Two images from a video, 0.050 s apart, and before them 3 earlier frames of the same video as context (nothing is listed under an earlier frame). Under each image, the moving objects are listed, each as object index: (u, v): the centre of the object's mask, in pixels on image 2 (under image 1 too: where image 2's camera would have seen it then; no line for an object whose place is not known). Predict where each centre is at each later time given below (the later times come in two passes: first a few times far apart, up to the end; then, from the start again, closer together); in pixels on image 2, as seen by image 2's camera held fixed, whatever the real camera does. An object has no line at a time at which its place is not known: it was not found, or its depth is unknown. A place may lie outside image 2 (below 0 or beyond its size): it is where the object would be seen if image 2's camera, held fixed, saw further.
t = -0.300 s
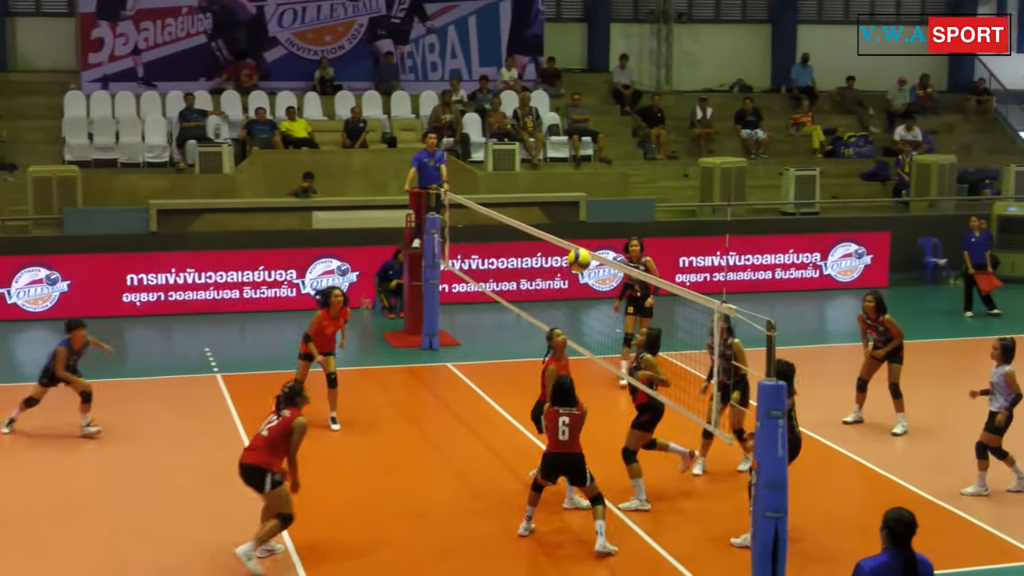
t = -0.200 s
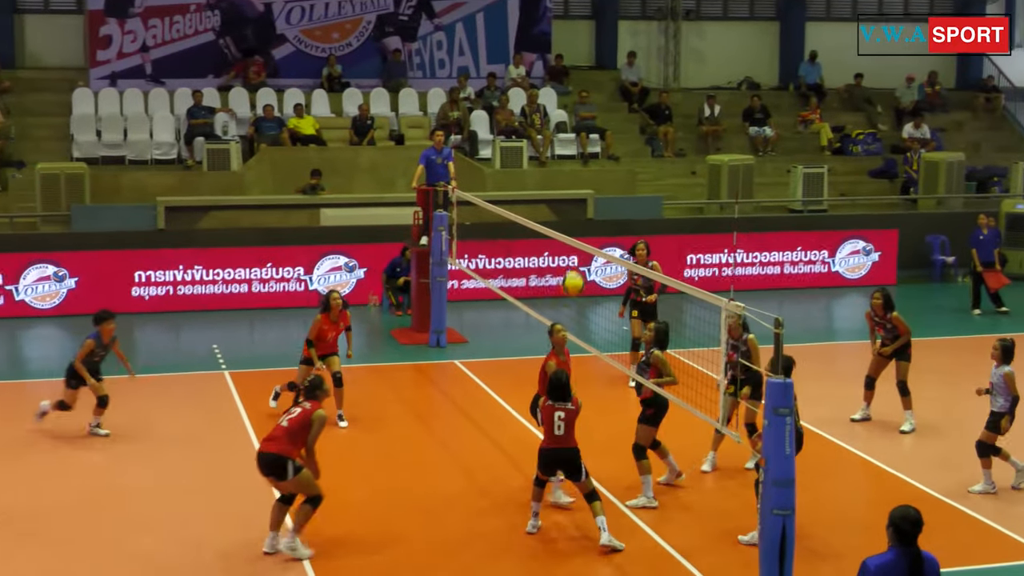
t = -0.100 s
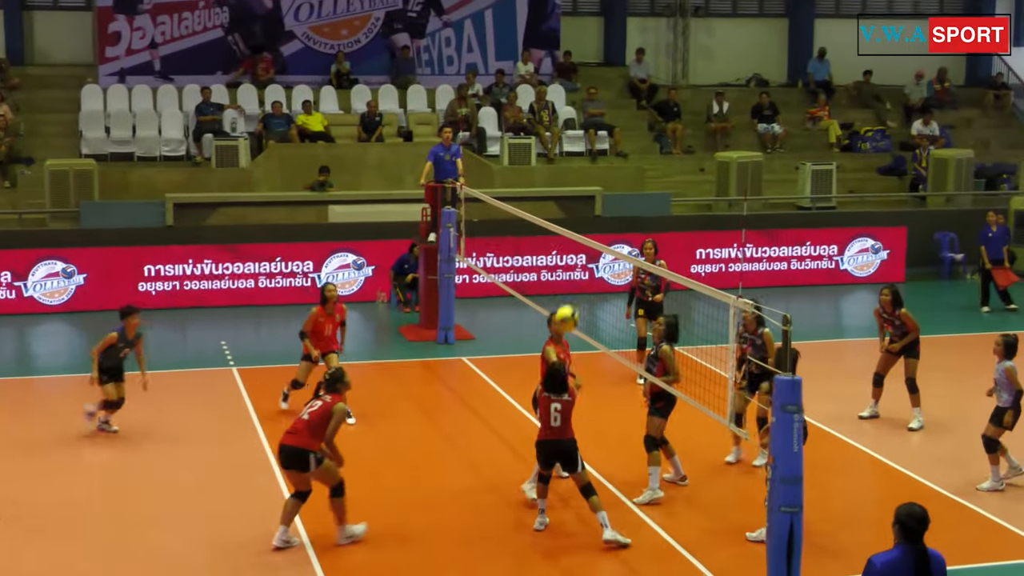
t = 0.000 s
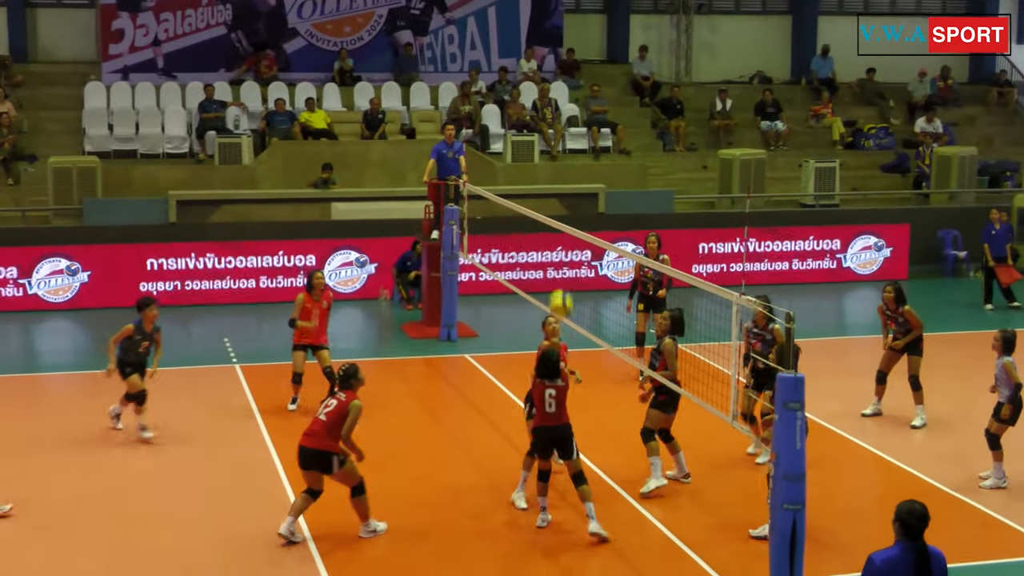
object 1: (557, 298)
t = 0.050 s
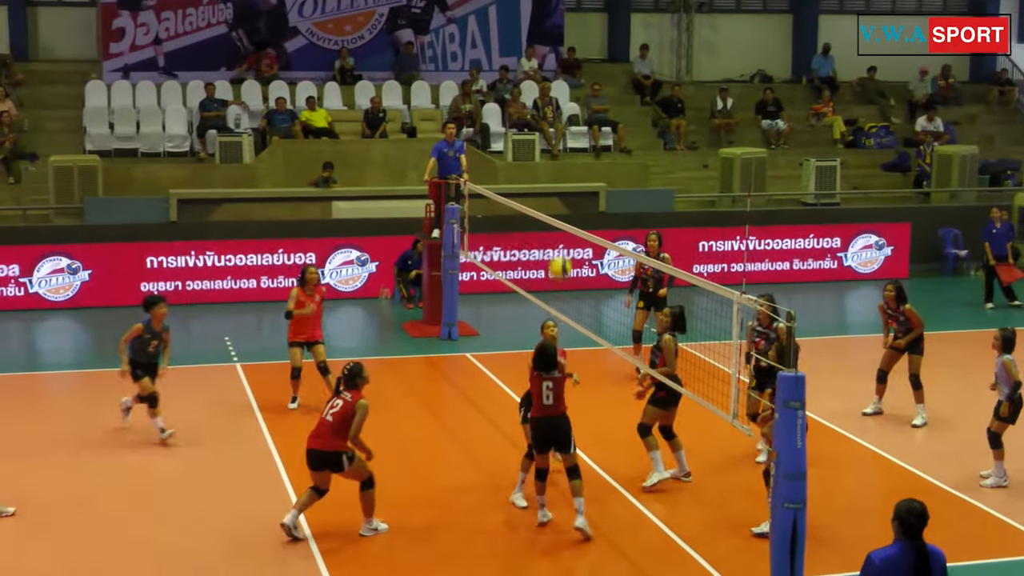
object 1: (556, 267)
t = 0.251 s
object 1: (555, 148)
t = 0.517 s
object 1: (548, 62)
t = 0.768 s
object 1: (540, 52)
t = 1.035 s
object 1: (531, 118)
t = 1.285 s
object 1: (519, 239)
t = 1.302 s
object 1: (518, 250)
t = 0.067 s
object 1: (556, 254)
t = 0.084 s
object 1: (555, 241)
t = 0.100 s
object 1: (554, 232)
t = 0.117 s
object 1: (554, 219)
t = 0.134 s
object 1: (553, 208)
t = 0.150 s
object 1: (554, 201)
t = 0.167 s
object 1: (557, 193)
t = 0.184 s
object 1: (557, 183)
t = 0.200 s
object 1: (556, 173)
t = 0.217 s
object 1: (556, 166)
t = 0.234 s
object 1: (556, 157)
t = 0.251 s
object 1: (555, 148)
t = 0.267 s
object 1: (555, 143)
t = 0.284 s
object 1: (554, 134)
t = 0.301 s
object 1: (557, 121)
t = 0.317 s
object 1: (554, 120)
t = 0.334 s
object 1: (553, 112)
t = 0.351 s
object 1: (552, 109)
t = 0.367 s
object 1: (551, 98)
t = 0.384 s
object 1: (551, 97)
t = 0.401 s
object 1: (551, 90)
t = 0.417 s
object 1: (550, 85)
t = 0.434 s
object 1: (550, 80)
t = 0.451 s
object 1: (550, 76)
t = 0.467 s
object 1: (549, 71)
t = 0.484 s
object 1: (549, 68)
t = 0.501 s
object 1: (549, 65)
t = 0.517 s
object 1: (548, 62)
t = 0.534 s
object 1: (549, 59)
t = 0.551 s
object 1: (548, 57)
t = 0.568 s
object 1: (547, 53)
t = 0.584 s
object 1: (546, 52)
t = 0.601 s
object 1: (545, 51)
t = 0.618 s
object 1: (545, 50)
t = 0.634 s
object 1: (544, 49)
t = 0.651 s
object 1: (544, 48)
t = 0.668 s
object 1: (543, 48)
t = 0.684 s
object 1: (542, 48)
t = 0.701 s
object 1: (542, 48)
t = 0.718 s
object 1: (542, 49)
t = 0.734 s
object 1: (541, 50)
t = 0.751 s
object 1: (540, 51)
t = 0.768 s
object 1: (540, 52)
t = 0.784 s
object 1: (539, 54)
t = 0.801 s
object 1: (539, 56)
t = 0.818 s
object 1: (538, 58)
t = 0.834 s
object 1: (538, 61)
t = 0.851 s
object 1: (538, 65)
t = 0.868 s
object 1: (537, 68)
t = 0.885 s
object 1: (537, 70)
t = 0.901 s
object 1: (536, 74)
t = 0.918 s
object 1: (536, 79)
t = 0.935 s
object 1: (535, 83)
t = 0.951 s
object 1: (534, 87)
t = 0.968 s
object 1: (533, 93)
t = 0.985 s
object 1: (533, 99)
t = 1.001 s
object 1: (532, 103)
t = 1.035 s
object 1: (531, 118)
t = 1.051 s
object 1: (530, 122)
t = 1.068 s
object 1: (529, 130)
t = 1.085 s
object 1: (529, 137)
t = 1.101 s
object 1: (528, 144)
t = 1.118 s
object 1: (527, 150)
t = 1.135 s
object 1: (526, 157)
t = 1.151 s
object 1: (526, 168)
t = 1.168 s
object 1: (526, 175)
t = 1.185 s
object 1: (525, 184)
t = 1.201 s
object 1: (525, 193)
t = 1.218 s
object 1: (521, 202)
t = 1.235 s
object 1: (521, 211)
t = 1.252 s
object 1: (520, 221)
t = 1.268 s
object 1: (520, 230)
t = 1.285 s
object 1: (519, 239)
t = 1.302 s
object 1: (518, 250)
